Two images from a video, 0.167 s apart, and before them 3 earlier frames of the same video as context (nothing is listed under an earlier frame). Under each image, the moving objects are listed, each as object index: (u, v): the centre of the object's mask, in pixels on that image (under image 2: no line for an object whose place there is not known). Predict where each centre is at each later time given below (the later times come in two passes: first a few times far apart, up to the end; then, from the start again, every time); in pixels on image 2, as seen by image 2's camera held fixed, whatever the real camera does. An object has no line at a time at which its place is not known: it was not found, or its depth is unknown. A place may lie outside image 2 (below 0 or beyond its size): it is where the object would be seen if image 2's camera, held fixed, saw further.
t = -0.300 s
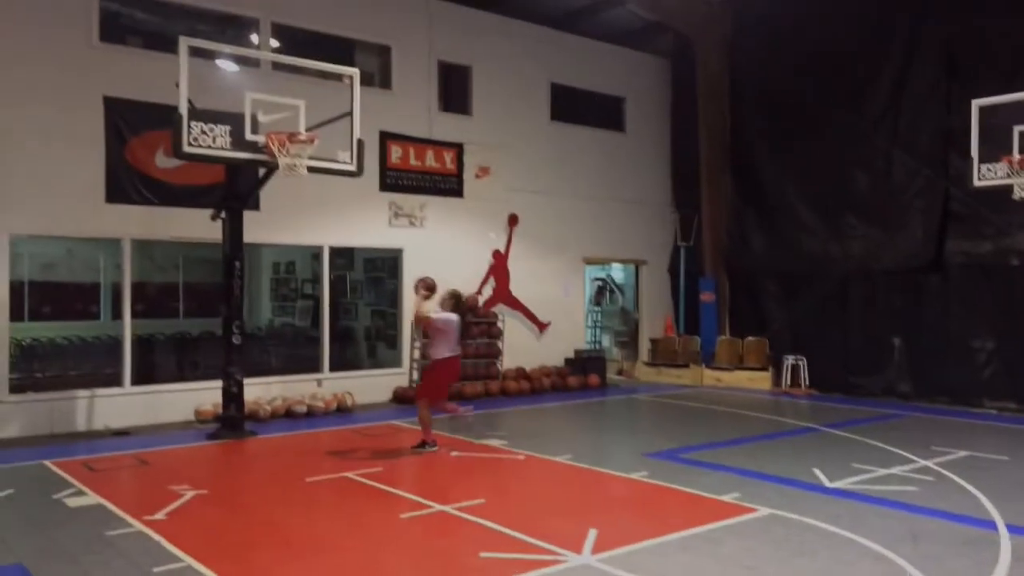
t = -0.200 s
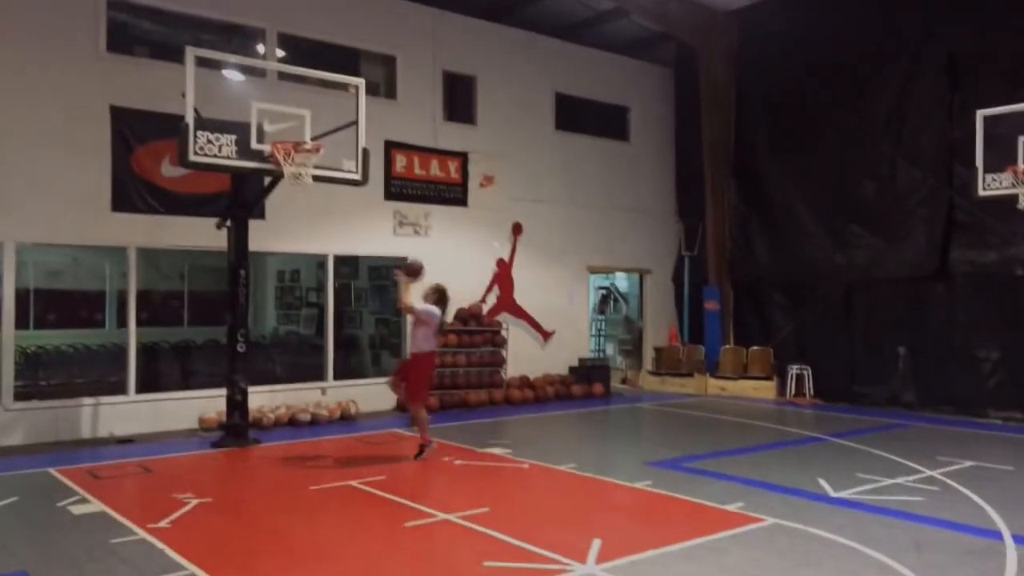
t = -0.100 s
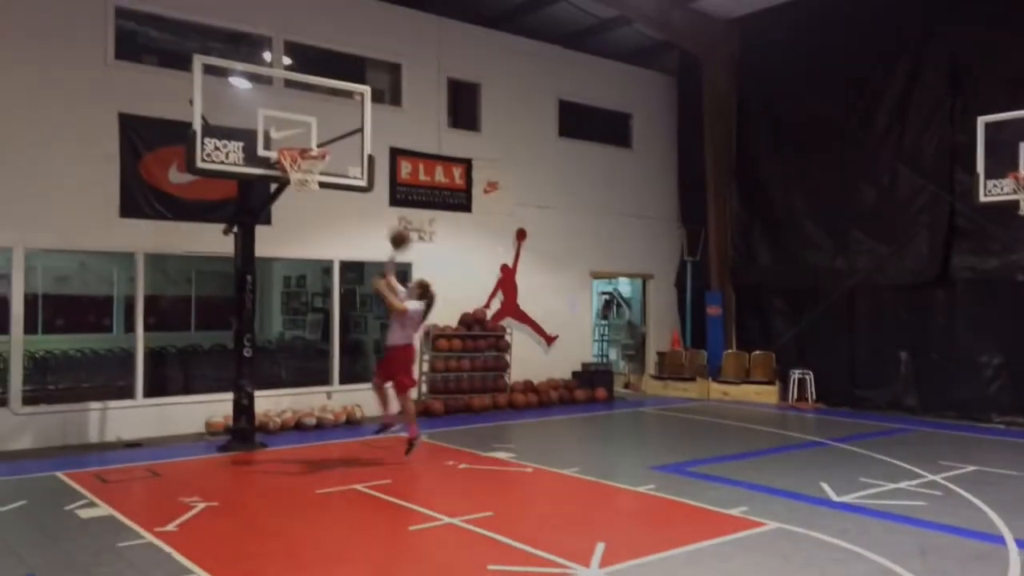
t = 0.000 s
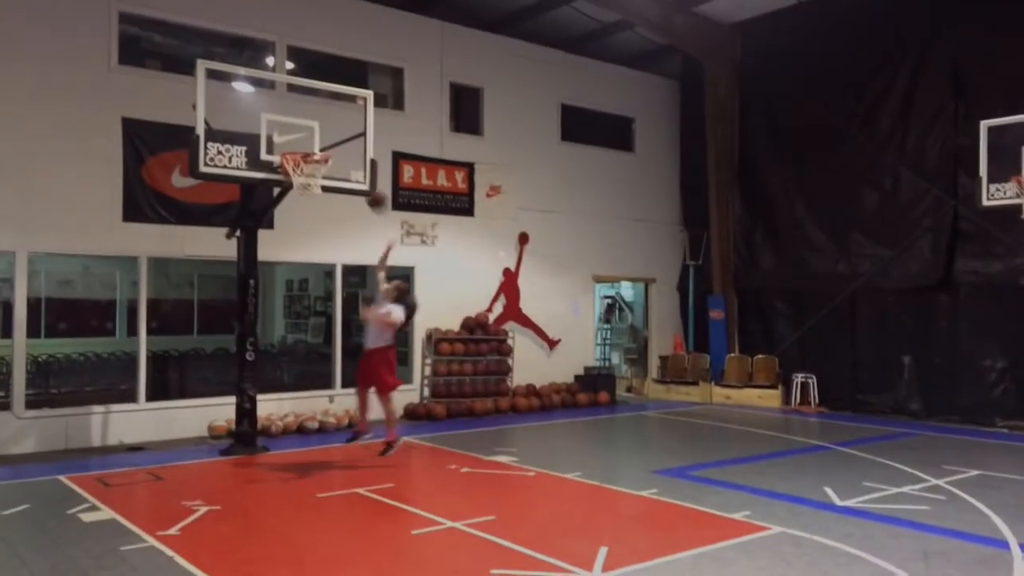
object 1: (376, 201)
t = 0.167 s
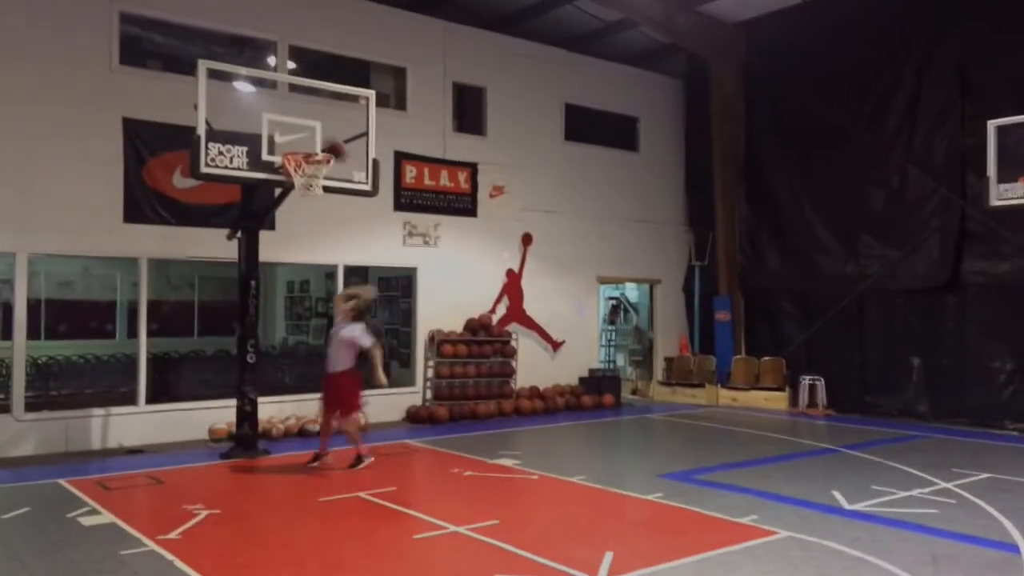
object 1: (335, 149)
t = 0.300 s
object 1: (321, 134)
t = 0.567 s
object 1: (304, 148)
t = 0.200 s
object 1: (328, 144)
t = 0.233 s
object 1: (327, 140)
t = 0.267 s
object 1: (324, 137)
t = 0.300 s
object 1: (321, 134)
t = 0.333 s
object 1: (319, 133)
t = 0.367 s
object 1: (317, 134)
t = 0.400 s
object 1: (315, 135)
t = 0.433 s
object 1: (312, 137)
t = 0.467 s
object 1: (309, 139)
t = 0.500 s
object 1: (306, 143)
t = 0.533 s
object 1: (303, 146)
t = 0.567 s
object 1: (304, 148)
